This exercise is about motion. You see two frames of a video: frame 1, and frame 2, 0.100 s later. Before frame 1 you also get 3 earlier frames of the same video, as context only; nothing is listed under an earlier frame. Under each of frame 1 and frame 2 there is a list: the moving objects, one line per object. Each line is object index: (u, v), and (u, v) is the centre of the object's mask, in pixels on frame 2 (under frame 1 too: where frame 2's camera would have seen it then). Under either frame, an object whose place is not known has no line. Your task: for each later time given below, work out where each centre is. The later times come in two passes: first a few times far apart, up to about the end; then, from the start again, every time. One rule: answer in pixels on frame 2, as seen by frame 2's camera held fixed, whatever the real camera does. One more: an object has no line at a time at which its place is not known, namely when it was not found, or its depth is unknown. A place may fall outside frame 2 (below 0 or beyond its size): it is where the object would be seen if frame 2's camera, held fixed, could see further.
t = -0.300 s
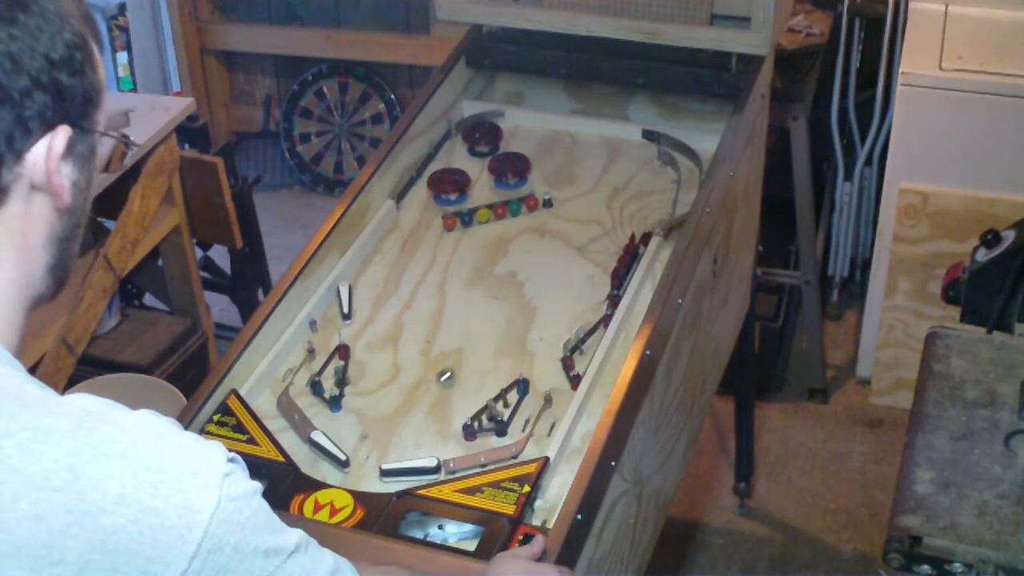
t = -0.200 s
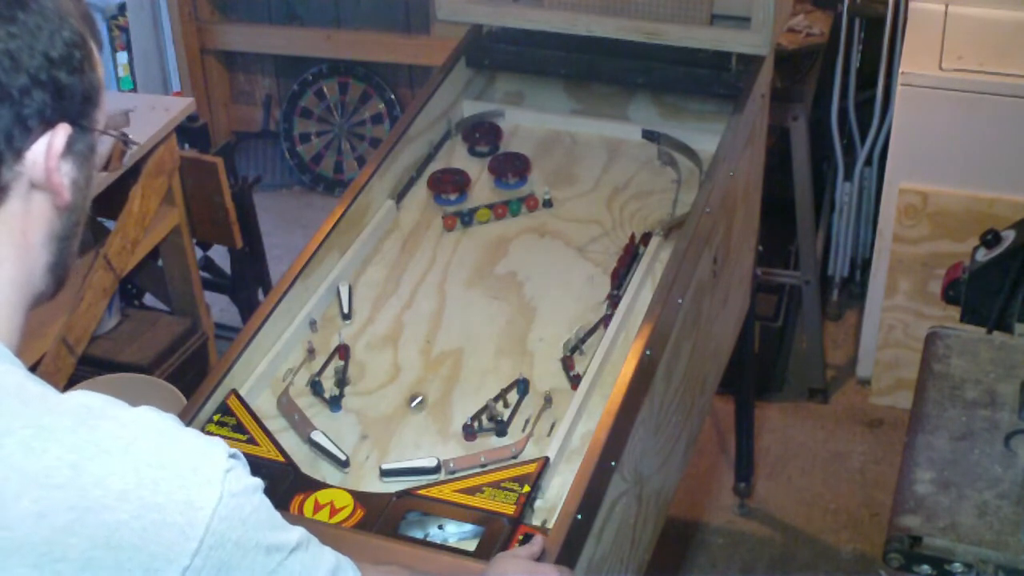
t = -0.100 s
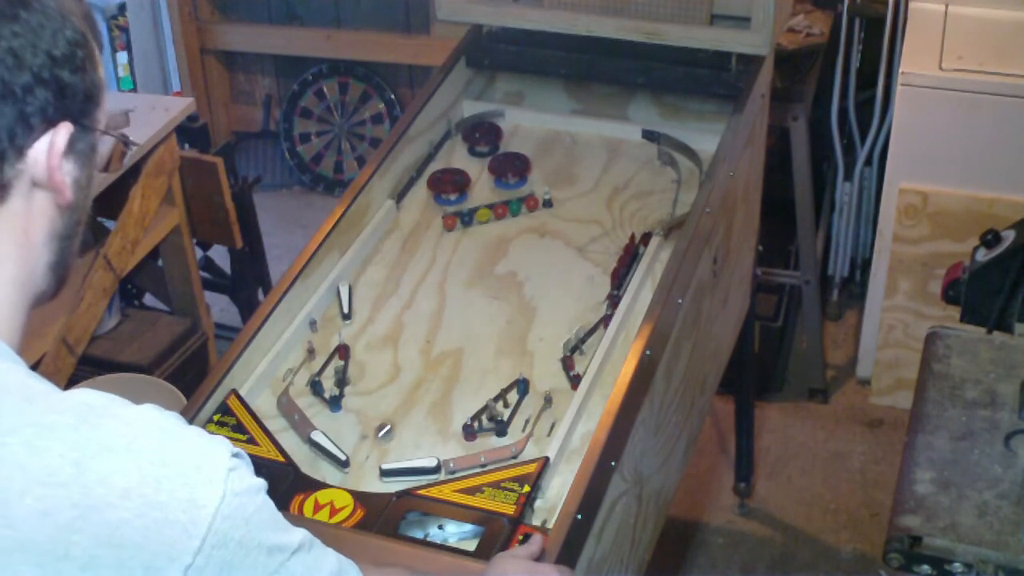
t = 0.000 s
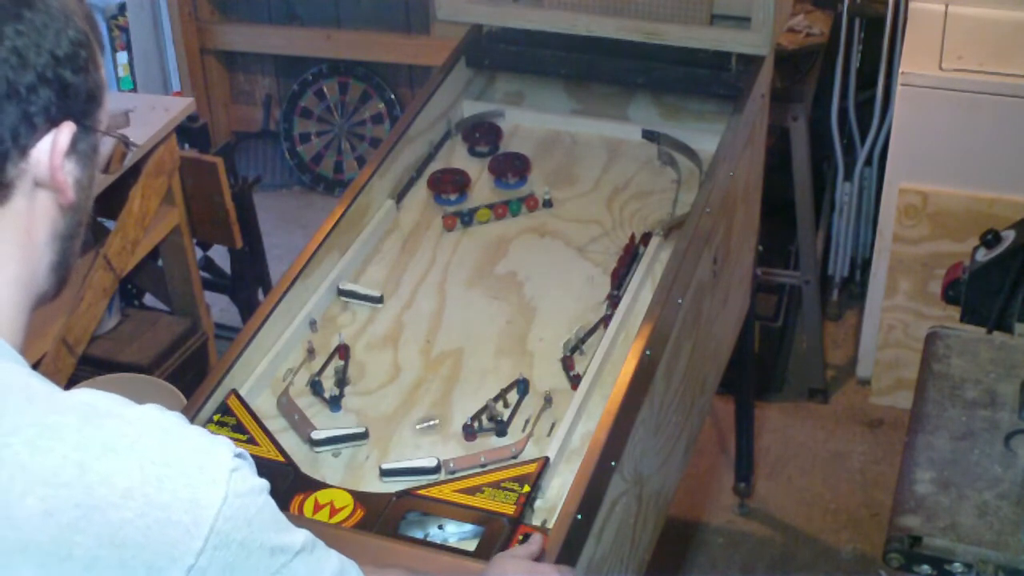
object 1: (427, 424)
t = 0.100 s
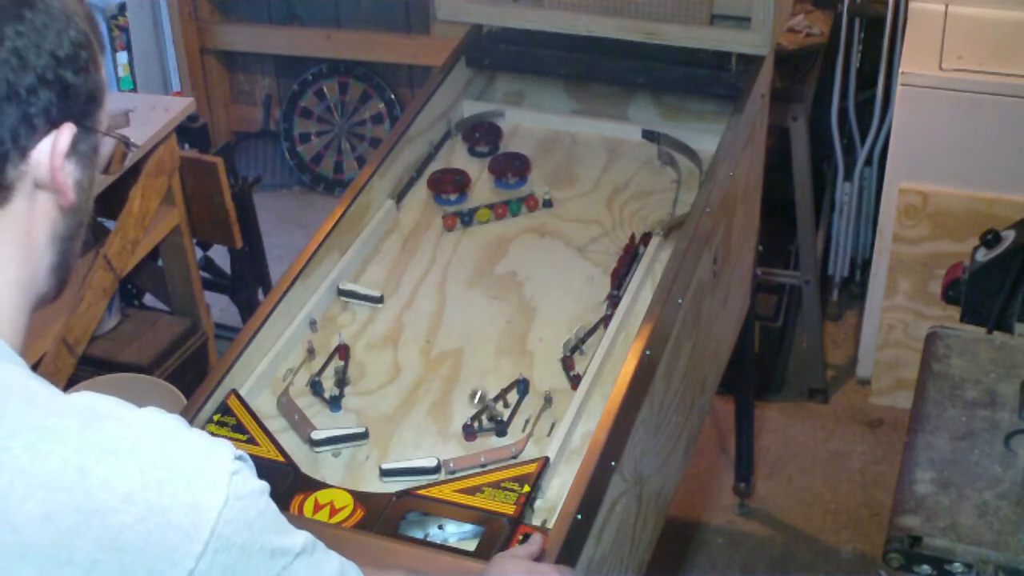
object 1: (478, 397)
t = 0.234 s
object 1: (499, 348)
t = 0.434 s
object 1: (521, 294)
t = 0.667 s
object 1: (536, 251)
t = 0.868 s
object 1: (539, 230)
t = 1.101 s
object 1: (536, 221)
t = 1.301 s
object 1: (527, 224)
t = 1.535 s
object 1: (509, 241)
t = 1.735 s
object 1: (488, 269)
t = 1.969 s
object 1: (454, 317)
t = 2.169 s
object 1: (411, 378)
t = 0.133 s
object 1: (483, 383)
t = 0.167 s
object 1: (489, 371)
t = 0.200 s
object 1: (494, 359)
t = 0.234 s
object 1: (499, 348)
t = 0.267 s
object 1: (503, 337)
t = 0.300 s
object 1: (507, 327)
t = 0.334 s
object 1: (511, 319)
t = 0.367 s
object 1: (514, 311)
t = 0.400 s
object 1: (518, 301)
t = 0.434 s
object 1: (521, 294)
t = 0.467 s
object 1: (524, 285)
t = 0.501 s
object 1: (527, 278)
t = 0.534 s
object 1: (529, 272)
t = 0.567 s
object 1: (531, 266)
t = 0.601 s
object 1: (533, 260)
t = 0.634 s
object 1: (534, 256)
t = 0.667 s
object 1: (536, 251)
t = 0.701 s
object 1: (537, 247)
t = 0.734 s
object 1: (538, 242)
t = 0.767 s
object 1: (539, 239)
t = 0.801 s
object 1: (539, 235)
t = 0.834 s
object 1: (540, 233)
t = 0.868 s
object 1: (539, 230)
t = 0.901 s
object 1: (539, 228)
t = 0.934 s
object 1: (539, 227)
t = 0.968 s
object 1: (539, 224)
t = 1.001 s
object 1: (538, 223)
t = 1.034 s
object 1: (537, 222)
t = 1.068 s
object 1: (536, 222)
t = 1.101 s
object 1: (536, 221)
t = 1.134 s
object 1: (535, 221)
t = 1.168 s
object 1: (533, 221)
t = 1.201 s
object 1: (532, 221)
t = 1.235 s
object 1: (531, 222)
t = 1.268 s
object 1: (529, 222)
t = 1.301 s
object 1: (527, 224)
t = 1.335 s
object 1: (526, 225)
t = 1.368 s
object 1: (523, 227)
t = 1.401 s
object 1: (521, 229)
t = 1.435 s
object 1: (518, 232)
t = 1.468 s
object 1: (515, 234)
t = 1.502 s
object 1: (512, 238)
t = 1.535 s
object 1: (509, 241)
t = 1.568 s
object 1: (506, 245)
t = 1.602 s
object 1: (502, 249)
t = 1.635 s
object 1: (499, 253)
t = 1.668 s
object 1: (496, 259)
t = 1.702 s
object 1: (492, 264)
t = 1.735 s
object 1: (488, 269)
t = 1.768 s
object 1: (483, 275)
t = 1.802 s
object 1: (479, 281)
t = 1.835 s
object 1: (475, 288)
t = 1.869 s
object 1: (469, 295)
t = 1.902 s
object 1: (465, 302)
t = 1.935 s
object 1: (459, 310)
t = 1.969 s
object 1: (454, 317)
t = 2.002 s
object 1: (448, 326)
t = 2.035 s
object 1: (441, 336)
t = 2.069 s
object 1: (434, 346)
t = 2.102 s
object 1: (427, 356)
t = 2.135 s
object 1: (419, 367)
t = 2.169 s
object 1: (411, 378)
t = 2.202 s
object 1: (403, 389)
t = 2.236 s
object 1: (395, 402)
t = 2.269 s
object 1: (385, 415)
